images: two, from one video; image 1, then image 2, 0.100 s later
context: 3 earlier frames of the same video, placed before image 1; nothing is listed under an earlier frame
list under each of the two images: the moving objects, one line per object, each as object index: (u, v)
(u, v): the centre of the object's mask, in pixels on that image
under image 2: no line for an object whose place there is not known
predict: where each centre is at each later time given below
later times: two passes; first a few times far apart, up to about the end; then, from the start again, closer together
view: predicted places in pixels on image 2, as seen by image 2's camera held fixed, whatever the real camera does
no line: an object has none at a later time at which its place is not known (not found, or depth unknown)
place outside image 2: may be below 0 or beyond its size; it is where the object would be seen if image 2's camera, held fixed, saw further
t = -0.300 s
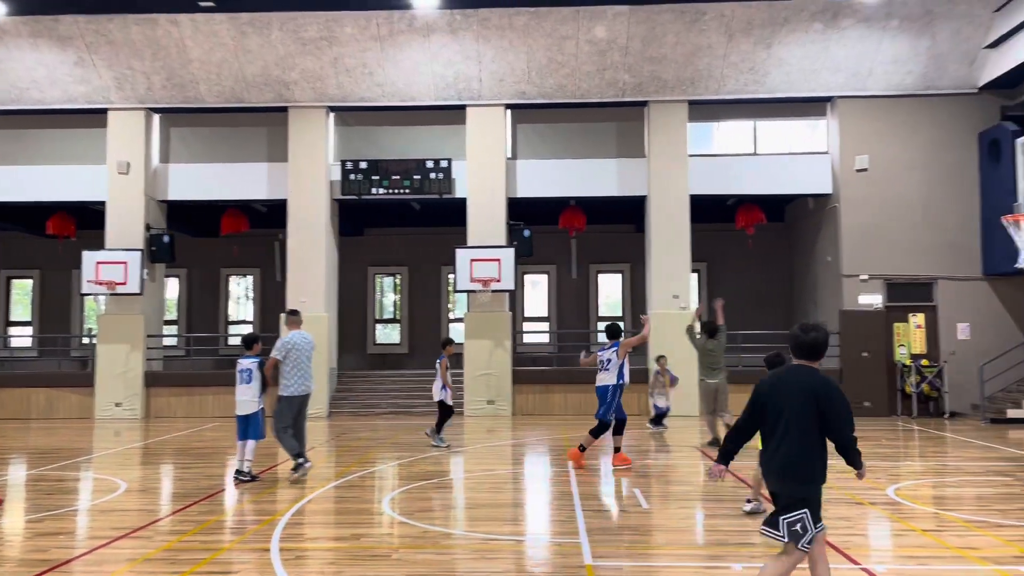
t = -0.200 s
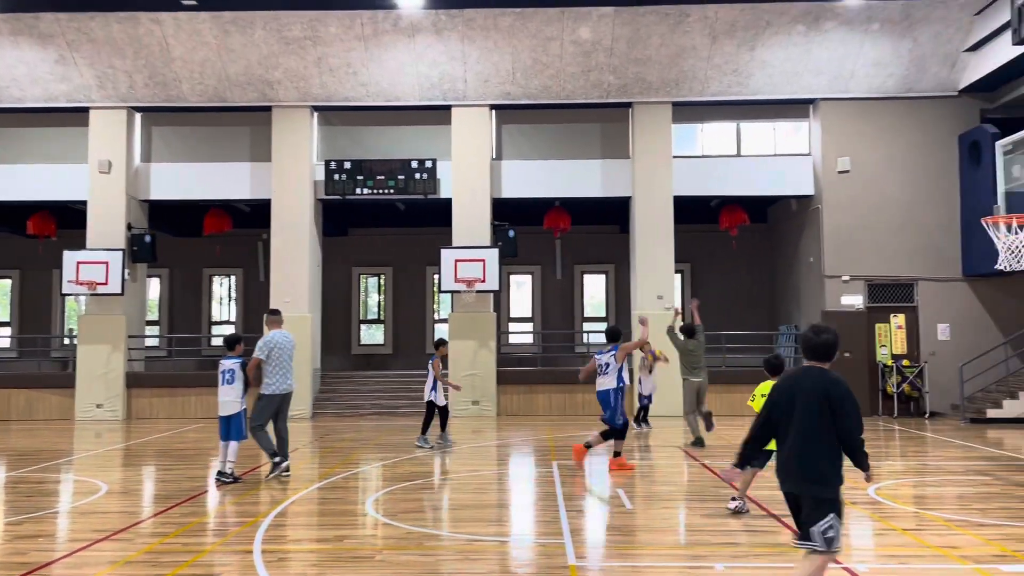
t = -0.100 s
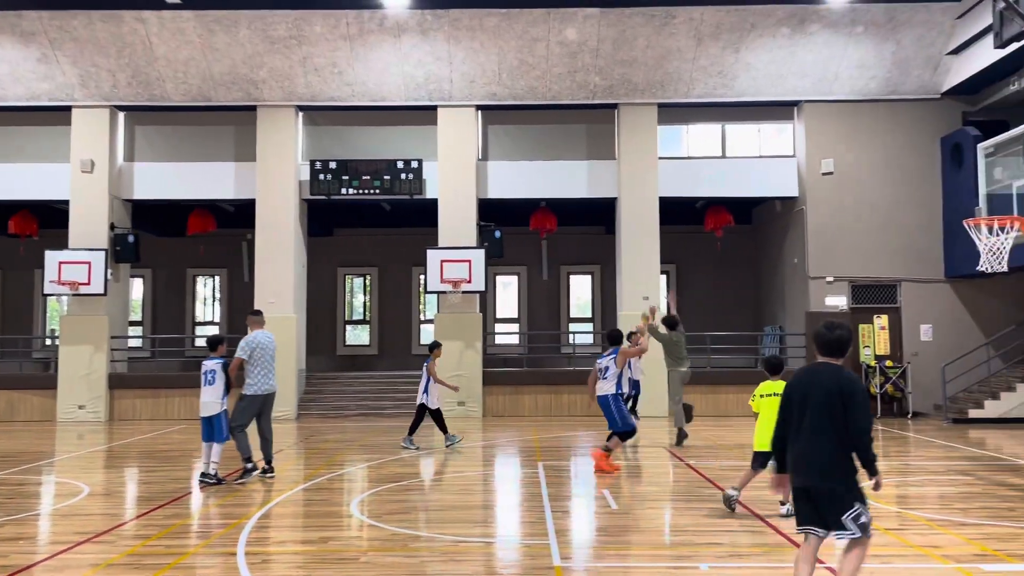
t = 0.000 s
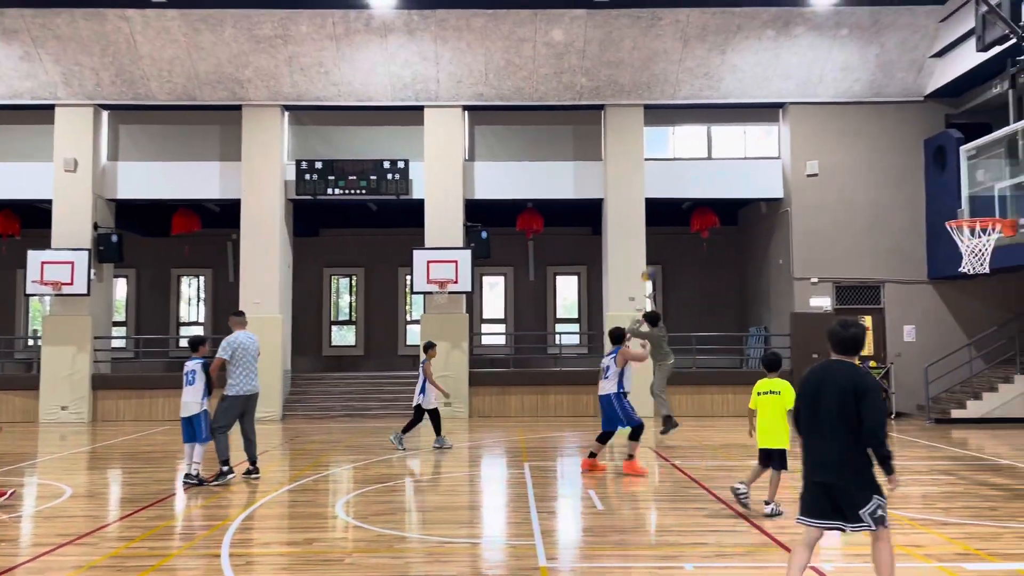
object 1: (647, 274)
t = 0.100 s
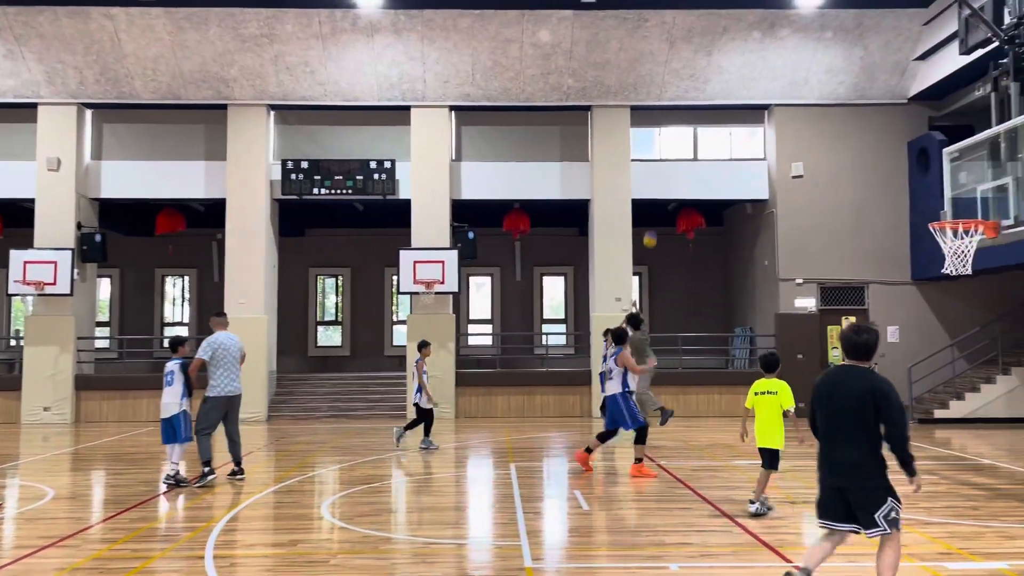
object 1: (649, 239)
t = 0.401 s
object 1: (700, 157)
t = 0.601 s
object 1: (740, 131)
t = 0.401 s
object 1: (700, 157)
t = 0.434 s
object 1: (706, 151)
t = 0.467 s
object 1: (713, 145)
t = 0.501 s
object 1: (720, 140)
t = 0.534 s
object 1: (726, 137)
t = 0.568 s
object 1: (733, 133)
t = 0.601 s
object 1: (740, 131)
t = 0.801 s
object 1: (785, 133)
